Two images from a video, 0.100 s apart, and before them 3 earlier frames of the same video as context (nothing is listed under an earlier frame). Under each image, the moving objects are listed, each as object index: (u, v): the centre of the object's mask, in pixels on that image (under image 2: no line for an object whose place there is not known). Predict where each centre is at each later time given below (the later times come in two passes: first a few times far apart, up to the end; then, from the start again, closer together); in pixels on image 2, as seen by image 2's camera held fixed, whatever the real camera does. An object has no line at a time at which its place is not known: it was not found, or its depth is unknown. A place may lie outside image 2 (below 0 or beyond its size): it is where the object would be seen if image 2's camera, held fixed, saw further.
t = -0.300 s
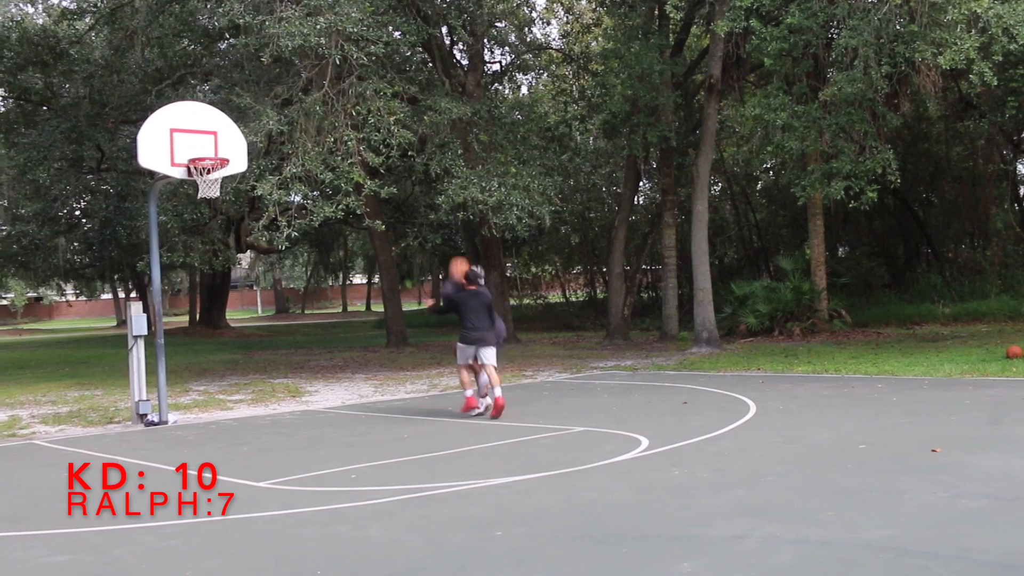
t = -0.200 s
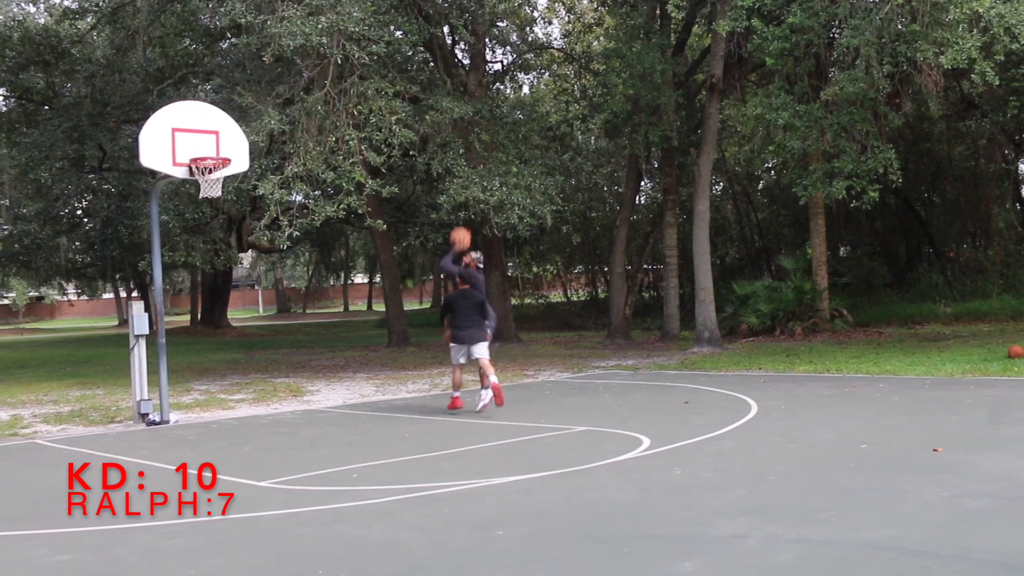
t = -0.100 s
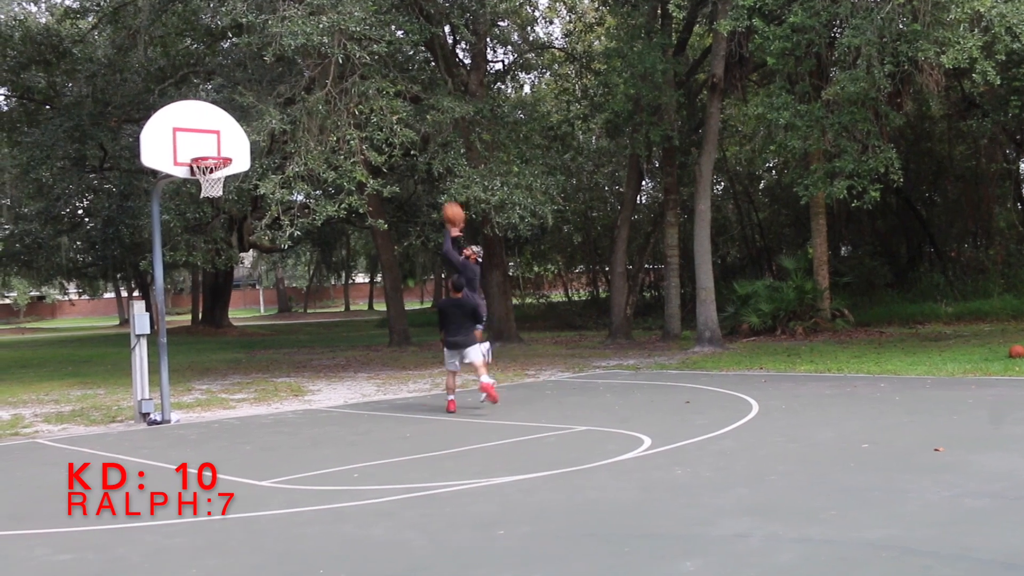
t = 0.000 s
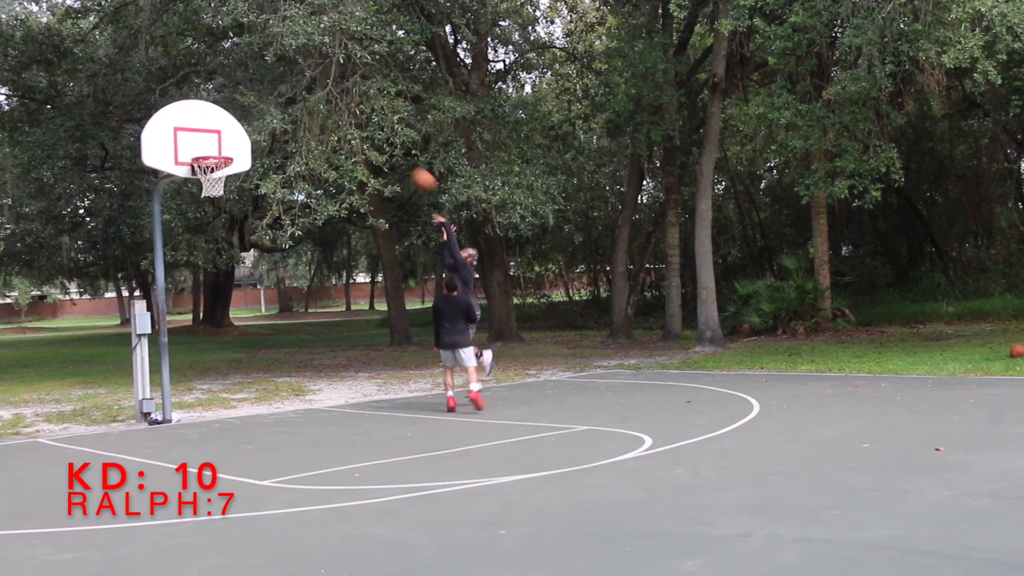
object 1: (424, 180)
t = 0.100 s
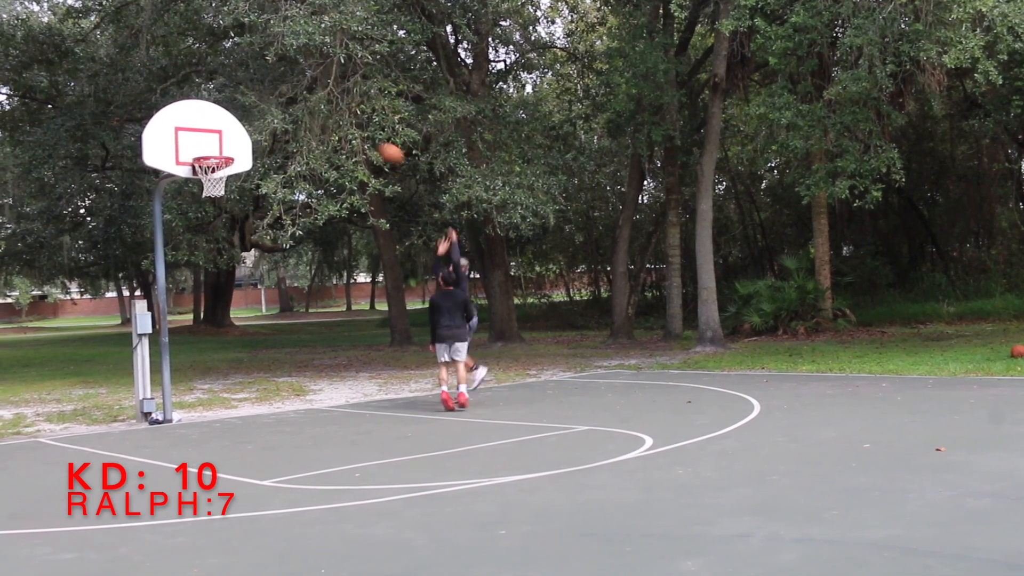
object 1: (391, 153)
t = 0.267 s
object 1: (335, 127)
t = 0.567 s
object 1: (237, 135)
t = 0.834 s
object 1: (215, 142)
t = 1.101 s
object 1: (211, 153)
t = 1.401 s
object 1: (210, 236)
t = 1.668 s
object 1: (213, 391)
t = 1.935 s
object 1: (210, 341)
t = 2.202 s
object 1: (207, 272)
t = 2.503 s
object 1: (208, 280)
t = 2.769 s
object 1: (216, 375)
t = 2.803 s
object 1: (216, 395)
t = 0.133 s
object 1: (379, 146)
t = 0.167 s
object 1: (369, 141)
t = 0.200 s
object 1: (357, 135)
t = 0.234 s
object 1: (346, 130)
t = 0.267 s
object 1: (335, 127)
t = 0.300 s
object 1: (324, 124)
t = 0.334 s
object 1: (313, 122)
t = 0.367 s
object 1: (302, 121)
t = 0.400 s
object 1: (291, 121)
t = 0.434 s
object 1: (280, 123)
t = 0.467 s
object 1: (269, 124)
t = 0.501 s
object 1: (259, 127)
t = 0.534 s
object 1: (251, 129)
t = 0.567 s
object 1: (237, 135)
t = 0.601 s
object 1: (225, 142)
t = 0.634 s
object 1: (220, 146)
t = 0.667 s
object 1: (218, 148)
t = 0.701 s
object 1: (217, 148)
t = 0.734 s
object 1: (216, 146)
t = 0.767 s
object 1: (216, 144)
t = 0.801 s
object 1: (215, 143)
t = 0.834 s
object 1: (215, 142)
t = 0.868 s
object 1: (214, 143)
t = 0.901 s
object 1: (214, 144)
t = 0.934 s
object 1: (213, 143)
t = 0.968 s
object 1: (213, 143)
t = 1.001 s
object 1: (212, 144)
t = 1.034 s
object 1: (212, 146)
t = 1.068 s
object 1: (212, 149)
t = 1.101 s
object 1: (211, 153)
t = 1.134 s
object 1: (211, 158)
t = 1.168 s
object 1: (211, 163)
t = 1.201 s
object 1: (211, 171)
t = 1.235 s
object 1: (210, 178)
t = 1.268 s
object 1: (210, 188)
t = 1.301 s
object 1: (210, 199)
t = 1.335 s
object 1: (211, 210)
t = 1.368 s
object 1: (210, 221)
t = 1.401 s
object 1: (210, 236)
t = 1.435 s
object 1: (210, 251)
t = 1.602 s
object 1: (212, 344)
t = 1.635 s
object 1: (212, 367)
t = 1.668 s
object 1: (213, 391)
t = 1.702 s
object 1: (214, 420)
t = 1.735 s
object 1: (214, 434)
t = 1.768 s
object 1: (214, 417)
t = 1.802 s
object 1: (212, 399)
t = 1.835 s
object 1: (211, 382)
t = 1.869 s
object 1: (210, 369)
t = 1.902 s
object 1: (210, 354)
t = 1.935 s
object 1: (210, 341)
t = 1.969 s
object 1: (209, 330)
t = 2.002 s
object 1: (208, 318)
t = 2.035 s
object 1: (207, 308)
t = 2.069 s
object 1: (207, 298)
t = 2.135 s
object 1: (207, 284)
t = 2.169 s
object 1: (207, 277)
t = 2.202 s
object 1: (207, 272)
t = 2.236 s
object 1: (207, 268)
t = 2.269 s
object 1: (207, 266)
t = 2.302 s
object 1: (207, 264)
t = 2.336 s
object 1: (207, 264)
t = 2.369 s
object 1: (207, 264)
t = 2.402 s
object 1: (207, 266)
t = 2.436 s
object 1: (208, 269)
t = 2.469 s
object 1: (208, 274)
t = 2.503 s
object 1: (208, 280)
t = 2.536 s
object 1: (209, 287)
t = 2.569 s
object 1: (211, 295)
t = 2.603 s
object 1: (214, 304)
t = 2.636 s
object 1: (214, 316)
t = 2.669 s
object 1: (213, 330)
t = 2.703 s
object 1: (213, 343)
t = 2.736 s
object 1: (216, 359)
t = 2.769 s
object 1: (216, 375)
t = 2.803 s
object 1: (216, 395)
